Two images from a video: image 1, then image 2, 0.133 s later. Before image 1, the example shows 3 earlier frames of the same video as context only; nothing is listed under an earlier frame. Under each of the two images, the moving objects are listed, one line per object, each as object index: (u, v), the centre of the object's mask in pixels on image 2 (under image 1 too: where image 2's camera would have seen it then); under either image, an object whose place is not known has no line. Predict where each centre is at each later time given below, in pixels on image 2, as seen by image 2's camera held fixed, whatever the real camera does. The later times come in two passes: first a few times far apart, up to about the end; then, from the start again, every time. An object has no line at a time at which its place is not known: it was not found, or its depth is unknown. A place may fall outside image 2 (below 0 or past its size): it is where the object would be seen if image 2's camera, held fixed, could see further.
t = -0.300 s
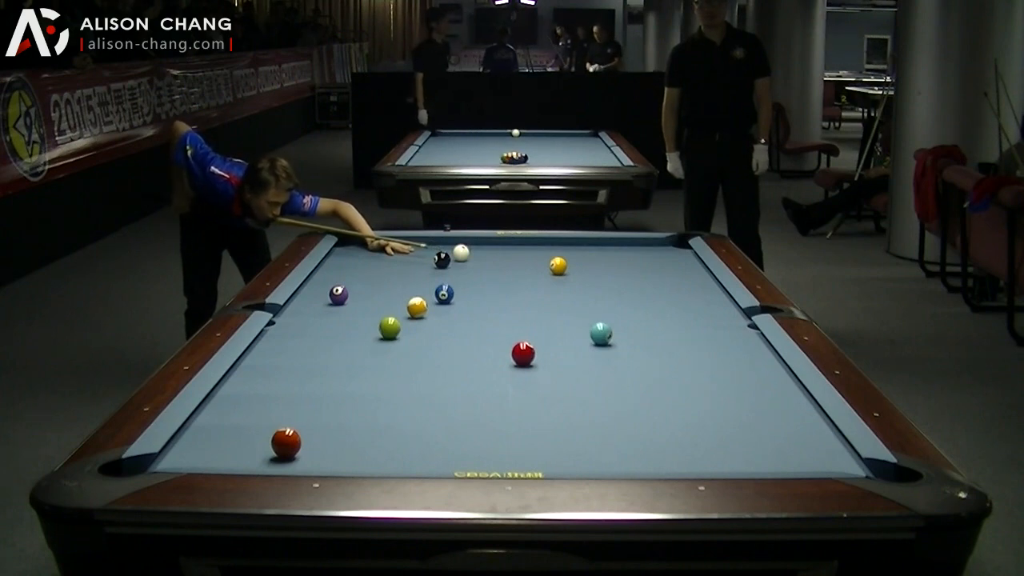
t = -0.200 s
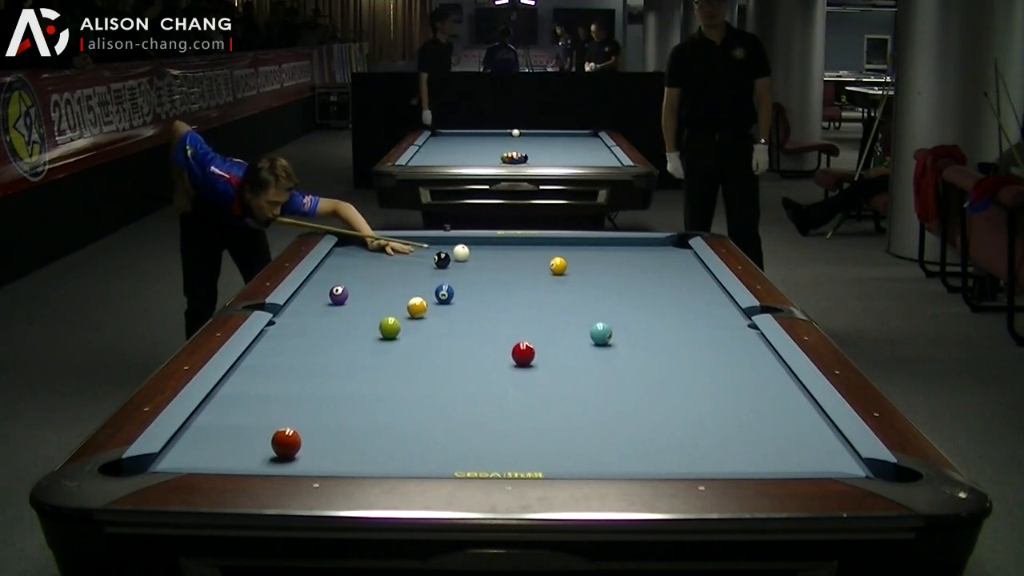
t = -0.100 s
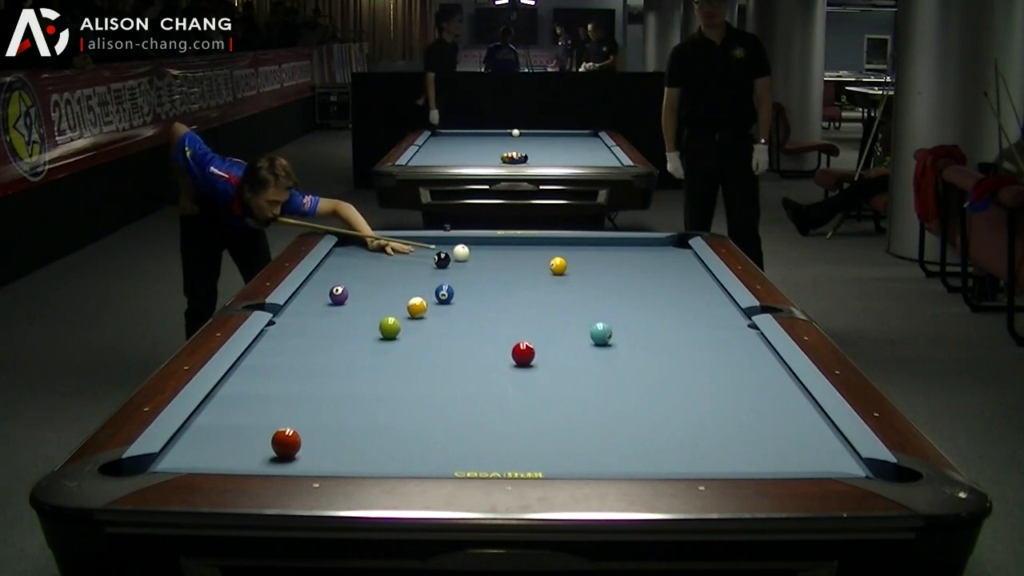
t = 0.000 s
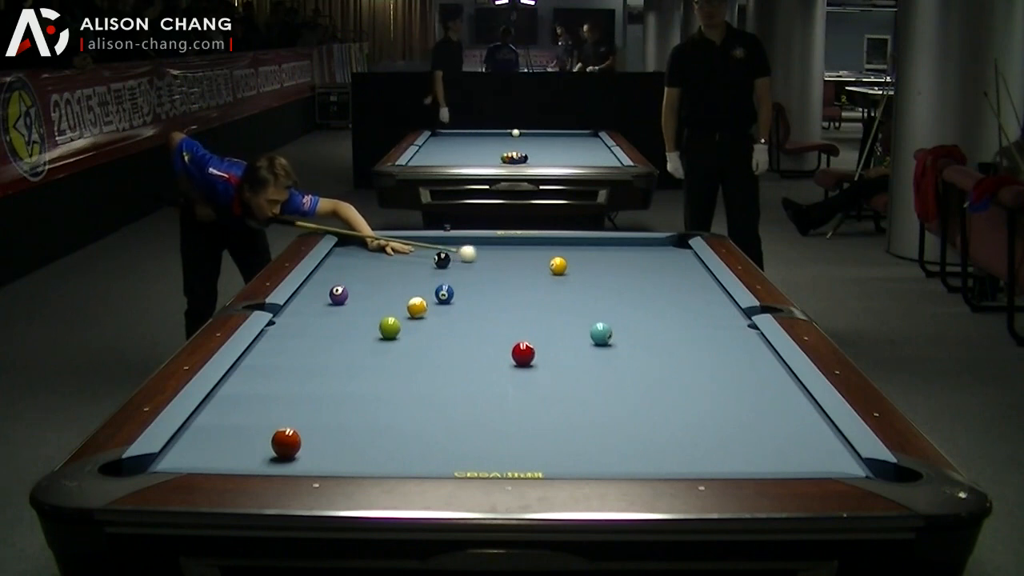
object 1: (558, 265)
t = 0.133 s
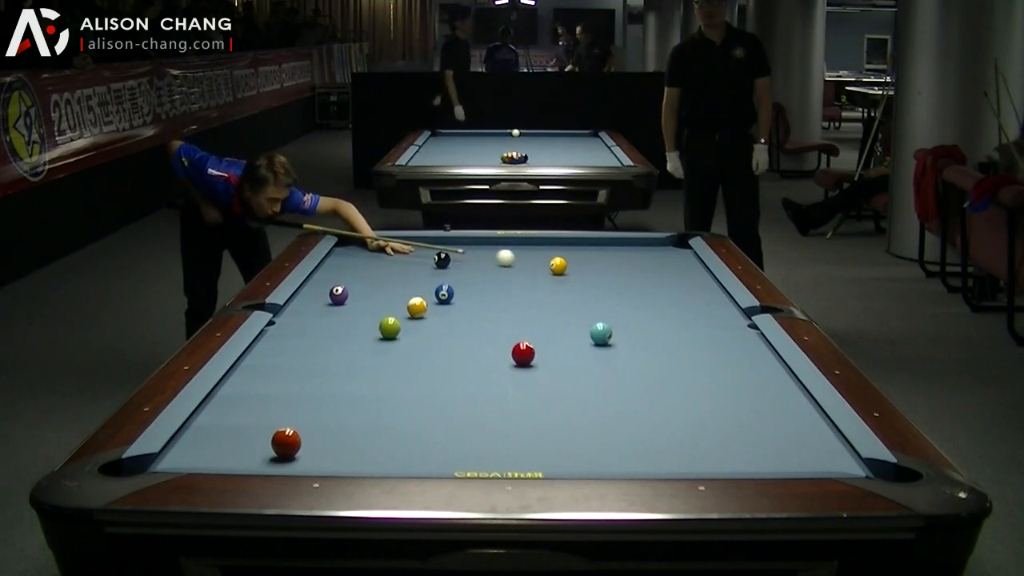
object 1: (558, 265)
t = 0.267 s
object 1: (558, 265)
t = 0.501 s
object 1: (578, 273)
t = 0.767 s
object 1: (602, 280)
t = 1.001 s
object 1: (623, 288)
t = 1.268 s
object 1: (647, 297)
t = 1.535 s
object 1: (672, 305)
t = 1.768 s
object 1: (694, 313)
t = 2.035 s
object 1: (719, 321)
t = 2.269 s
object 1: (740, 329)
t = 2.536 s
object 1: (748, 337)
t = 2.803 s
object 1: (744, 344)
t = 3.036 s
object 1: (740, 350)
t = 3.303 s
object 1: (736, 357)
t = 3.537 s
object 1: (732, 362)
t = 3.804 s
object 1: (728, 368)
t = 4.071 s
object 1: (723, 375)
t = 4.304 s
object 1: (721, 379)
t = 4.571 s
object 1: (717, 384)
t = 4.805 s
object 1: (715, 388)
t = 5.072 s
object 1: (713, 392)
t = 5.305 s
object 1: (711, 396)
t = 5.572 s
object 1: (709, 399)
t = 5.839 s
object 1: (709, 400)
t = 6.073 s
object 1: (710, 402)
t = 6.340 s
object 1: (712, 403)
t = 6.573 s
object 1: (712, 404)
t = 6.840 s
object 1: (712, 404)
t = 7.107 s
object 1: (712, 404)
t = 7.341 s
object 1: (712, 404)
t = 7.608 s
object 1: (712, 404)
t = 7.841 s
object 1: (712, 404)
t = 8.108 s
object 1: (712, 403)
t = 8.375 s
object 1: (712, 404)
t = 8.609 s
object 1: (712, 404)
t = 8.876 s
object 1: (712, 404)
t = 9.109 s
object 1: (712, 403)
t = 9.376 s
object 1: (712, 403)
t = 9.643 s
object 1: (712, 404)
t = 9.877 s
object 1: (712, 404)
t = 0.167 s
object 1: (558, 265)
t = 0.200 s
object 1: (558, 265)
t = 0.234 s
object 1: (558, 265)
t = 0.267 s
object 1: (558, 265)
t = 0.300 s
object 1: (558, 266)
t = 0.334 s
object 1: (562, 267)
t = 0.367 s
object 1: (566, 268)
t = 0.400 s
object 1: (569, 270)
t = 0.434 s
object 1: (572, 271)
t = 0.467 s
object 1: (575, 272)
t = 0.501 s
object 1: (578, 273)
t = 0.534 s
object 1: (581, 273)
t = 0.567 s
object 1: (584, 274)
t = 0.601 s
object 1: (587, 275)
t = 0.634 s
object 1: (590, 276)
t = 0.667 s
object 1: (593, 278)
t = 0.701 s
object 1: (596, 278)
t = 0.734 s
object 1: (598, 279)
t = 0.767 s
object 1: (602, 280)
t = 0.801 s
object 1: (605, 281)
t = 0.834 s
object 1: (608, 283)
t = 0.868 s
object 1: (611, 284)
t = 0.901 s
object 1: (614, 285)
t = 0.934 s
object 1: (617, 286)
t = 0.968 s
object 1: (620, 287)
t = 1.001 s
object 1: (623, 288)
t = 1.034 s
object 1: (626, 289)
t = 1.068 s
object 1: (629, 290)
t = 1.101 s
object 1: (632, 291)
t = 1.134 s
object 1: (635, 292)
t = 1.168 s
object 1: (638, 293)
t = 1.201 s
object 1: (641, 295)
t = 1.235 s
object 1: (644, 296)
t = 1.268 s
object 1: (647, 297)
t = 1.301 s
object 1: (650, 298)
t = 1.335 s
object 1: (653, 299)
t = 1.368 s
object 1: (656, 300)
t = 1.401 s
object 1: (659, 301)
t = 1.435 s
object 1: (663, 302)
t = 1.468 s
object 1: (666, 303)
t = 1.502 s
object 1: (669, 304)
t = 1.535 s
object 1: (672, 305)
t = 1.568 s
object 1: (675, 306)
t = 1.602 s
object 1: (678, 307)
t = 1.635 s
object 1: (681, 308)
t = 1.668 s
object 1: (684, 309)
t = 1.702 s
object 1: (688, 310)
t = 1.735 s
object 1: (691, 311)
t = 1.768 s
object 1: (694, 313)
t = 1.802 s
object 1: (697, 314)
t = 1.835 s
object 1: (700, 315)
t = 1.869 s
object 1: (703, 316)
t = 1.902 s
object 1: (706, 317)
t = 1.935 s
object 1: (709, 318)
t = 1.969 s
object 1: (713, 319)
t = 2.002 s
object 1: (716, 320)
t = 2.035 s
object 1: (719, 321)
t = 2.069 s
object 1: (722, 323)
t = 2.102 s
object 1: (725, 324)
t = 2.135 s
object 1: (728, 325)
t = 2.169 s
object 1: (731, 326)
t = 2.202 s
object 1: (734, 327)
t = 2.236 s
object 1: (737, 328)
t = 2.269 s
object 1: (740, 329)
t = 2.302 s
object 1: (744, 330)
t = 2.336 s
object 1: (746, 331)
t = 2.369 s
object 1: (749, 332)
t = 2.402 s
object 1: (750, 333)
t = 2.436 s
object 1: (749, 334)
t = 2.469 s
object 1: (749, 335)
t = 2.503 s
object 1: (748, 336)
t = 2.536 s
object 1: (748, 337)
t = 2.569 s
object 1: (747, 338)
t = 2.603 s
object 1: (747, 339)
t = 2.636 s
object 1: (747, 339)
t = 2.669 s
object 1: (746, 340)
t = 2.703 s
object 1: (745, 341)
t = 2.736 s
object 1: (745, 342)
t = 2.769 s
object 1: (744, 343)
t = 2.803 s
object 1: (744, 344)
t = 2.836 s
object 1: (743, 345)
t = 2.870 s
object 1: (743, 346)
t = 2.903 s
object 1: (742, 347)
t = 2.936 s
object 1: (742, 348)
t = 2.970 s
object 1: (742, 348)
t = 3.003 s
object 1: (741, 349)
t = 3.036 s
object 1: (740, 350)
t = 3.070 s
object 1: (740, 351)
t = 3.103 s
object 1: (739, 352)
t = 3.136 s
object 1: (739, 353)
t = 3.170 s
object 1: (738, 353)
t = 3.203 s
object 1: (738, 354)
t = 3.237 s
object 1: (737, 355)
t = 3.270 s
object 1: (737, 356)
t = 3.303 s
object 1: (736, 357)
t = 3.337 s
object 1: (736, 358)
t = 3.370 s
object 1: (735, 359)
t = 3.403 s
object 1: (734, 359)
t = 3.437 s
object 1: (734, 360)
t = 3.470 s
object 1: (733, 360)
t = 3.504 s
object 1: (733, 362)
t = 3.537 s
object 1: (732, 362)
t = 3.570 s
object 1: (732, 363)
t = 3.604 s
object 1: (731, 364)
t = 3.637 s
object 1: (731, 365)
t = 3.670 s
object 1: (730, 366)
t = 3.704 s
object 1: (730, 366)
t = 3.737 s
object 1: (729, 367)
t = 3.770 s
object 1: (728, 368)
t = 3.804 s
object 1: (728, 368)
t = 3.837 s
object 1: (727, 370)
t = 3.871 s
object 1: (727, 370)
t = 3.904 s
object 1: (726, 371)
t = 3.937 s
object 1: (726, 372)
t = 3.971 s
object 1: (725, 373)
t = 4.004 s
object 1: (725, 374)
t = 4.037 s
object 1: (724, 374)
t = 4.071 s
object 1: (723, 375)
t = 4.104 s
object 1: (723, 375)
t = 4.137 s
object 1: (723, 376)
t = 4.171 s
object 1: (722, 377)
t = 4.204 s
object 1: (722, 378)
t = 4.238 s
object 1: (721, 378)
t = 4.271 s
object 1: (721, 379)
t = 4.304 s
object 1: (721, 379)
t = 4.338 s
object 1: (720, 380)
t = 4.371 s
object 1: (720, 381)
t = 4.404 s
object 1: (719, 381)
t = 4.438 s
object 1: (719, 382)
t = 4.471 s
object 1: (719, 382)
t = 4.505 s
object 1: (718, 383)
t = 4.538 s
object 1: (718, 384)
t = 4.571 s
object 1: (717, 384)
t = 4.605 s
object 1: (717, 385)
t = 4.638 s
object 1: (717, 386)
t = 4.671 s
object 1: (717, 386)
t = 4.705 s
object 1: (716, 387)
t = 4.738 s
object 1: (716, 387)
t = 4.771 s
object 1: (716, 388)
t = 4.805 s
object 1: (715, 388)
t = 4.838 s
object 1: (715, 389)
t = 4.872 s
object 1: (715, 389)
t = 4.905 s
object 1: (714, 390)
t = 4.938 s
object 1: (714, 390)
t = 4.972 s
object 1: (714, 391)
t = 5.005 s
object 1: (713, 391)
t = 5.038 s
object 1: (713, 392)
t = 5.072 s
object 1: (713, 392)
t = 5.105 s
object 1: (712, 393)
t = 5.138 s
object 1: (712, 393)
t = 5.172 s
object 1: (712, 393)
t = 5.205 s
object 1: (712, 394)
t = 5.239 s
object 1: (711, 394)
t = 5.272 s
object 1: (711, 395)
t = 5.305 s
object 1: (711, 396)
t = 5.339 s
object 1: (711, 395)
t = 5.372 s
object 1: (710, 396)
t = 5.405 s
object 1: (710, 397)
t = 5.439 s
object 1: (710, 397)
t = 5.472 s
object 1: (710, 398)
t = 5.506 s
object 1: (710, 398)
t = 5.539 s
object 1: (709, 398)
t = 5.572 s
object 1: (709, 399)
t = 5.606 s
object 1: (709, 399)
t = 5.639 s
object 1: (709, 399)
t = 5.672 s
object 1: (709, 399)
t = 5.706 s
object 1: (709, 400)
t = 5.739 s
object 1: (709, 399)
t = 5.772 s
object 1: (709, 400)
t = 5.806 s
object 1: (709, 400)
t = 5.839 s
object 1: (709, 400)
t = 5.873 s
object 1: (709, 400)
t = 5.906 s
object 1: (709, 401)
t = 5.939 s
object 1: (709, 400)
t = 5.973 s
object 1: (709, 401)
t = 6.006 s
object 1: (709, 401)
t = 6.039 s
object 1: (710, 401)
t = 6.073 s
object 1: (710, 402)
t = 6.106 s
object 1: (710, 402)
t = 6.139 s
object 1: (710, 402)
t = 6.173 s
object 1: (710, 402)
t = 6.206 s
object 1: (711, 403)
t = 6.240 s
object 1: (711, 403)
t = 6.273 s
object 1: (711, 402)
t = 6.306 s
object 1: (711, 403)
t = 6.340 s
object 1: (712, 403)
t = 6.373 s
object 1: (712, 403)
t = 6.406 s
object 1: (712, 403)
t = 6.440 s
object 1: (712, 403)
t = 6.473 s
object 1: (712, 403)
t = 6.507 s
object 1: (712, 404)
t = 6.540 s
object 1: (712, 404)
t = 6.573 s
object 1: (712, 404)
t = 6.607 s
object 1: (712, 404)
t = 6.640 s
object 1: (712, 404)
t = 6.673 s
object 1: (712, 404)
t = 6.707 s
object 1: (712, 404)
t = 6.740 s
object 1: (712, 404)
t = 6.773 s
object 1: (712, 404)
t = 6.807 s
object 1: (712, 404)
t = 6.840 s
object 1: (712, 404)
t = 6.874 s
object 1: (712, 404)
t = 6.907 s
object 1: (712, 404)
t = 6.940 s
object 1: (712, 404)
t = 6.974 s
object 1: (712, 404)
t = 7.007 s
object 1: (712, 404)
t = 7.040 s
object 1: (712, 404)
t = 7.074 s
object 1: (712, 404)
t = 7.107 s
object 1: (712, 404)
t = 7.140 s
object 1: (712, 404)
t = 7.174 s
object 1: (712, 404)
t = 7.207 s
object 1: (712, 404)
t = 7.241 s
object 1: (712, 404)
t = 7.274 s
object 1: (712, 404)
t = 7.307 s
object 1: (712, 404)
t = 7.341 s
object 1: (712, 404)
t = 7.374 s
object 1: (712, 404)
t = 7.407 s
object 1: (712, 404)
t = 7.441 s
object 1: (712, 404)
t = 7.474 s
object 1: (712, 404)
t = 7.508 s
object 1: (712, 404)
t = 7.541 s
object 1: (712, 404)
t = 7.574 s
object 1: (712, 404)
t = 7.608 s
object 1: (712, 404)
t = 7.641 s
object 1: (712, 404)
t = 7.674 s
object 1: (712, 404)
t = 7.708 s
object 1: (712, 404)
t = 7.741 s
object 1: (712, 404)
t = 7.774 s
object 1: (712, 404)
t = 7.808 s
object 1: (712, 404)
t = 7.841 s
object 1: (712, 404)
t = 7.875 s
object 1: (712, 404)
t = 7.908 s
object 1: (712, 404)
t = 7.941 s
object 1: (712, 404)
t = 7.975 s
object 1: (712, 404)
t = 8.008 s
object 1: (712, 404)
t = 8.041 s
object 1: (712, 404)
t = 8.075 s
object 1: (712, 404)
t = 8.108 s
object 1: (712, 403)
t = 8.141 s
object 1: (712, 404)
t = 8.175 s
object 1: (712, 404)
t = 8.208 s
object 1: (712, 404)
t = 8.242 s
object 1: (712, 404)
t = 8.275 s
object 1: (712, 404)
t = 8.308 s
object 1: (712, 404)
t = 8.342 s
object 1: (712, 403)
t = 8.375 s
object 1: (712, 404)
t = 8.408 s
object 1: (712, 404)
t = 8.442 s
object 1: (712, 404)
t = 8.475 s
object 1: (712, 404)
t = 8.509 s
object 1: (712, 404)
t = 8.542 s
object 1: (712, 404)
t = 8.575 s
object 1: (712, 404)
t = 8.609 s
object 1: (712, 404)
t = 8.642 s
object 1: (712, 404)
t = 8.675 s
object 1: (712, 403)
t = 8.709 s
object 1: (712, 404)
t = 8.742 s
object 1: (712, 403)
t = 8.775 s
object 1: (712, 404)
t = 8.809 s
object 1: (712, 404)
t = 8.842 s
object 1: (712, 404)
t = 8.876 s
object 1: (712, 404)
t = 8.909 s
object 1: (712, 403)
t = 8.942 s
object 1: (712, 404)
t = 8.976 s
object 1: (712, 403)
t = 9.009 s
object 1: (712, 404)
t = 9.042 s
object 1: (712, 403)
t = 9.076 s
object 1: (712, 404)
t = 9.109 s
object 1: (712, 403)
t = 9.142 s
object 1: (712, 404)
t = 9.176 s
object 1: (712, 403)
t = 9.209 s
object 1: (712, 403)
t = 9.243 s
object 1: (712, 404)
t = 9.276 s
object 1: (712, 404)
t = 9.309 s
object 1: (712, 404)
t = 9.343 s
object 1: (712, 404)
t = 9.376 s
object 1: (712, 403)
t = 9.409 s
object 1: (712, 404)
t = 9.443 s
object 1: (712, 403)
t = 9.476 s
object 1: (712, 403)
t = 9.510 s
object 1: (712, 404)
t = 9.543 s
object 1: (712, 404)
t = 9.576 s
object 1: (712, 404)
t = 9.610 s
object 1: (712, 404)
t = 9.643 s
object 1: (712, 404)
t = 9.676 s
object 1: (712, 404)
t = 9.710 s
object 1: (712, 403)
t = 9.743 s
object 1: (712, 404)
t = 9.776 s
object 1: (712, 403)
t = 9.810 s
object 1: (712, 404)
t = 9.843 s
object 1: (712, 404)
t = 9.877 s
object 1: (712, 404)
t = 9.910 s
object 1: (712, 404)
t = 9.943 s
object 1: (712, 403)
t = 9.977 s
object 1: (712, 404)
